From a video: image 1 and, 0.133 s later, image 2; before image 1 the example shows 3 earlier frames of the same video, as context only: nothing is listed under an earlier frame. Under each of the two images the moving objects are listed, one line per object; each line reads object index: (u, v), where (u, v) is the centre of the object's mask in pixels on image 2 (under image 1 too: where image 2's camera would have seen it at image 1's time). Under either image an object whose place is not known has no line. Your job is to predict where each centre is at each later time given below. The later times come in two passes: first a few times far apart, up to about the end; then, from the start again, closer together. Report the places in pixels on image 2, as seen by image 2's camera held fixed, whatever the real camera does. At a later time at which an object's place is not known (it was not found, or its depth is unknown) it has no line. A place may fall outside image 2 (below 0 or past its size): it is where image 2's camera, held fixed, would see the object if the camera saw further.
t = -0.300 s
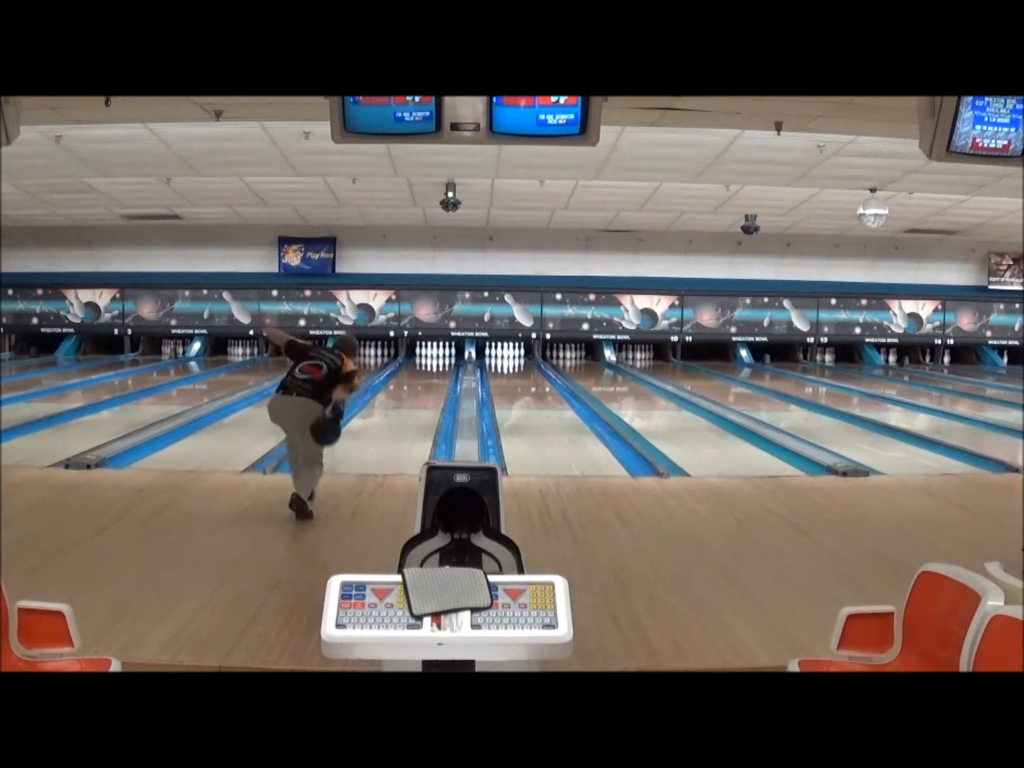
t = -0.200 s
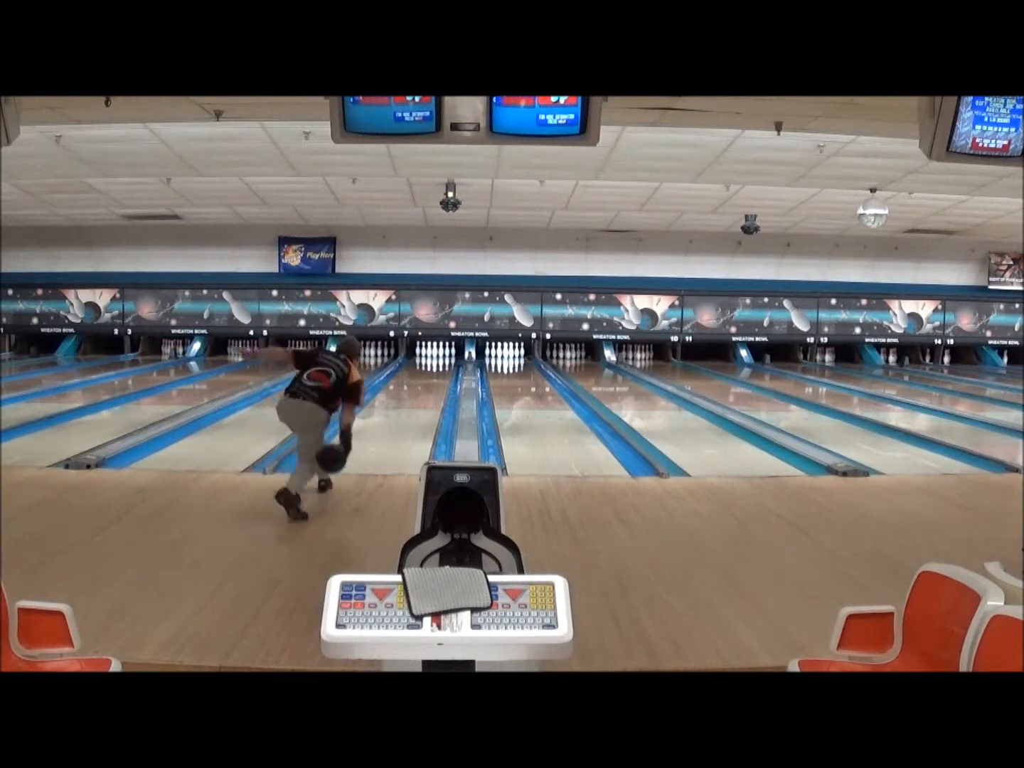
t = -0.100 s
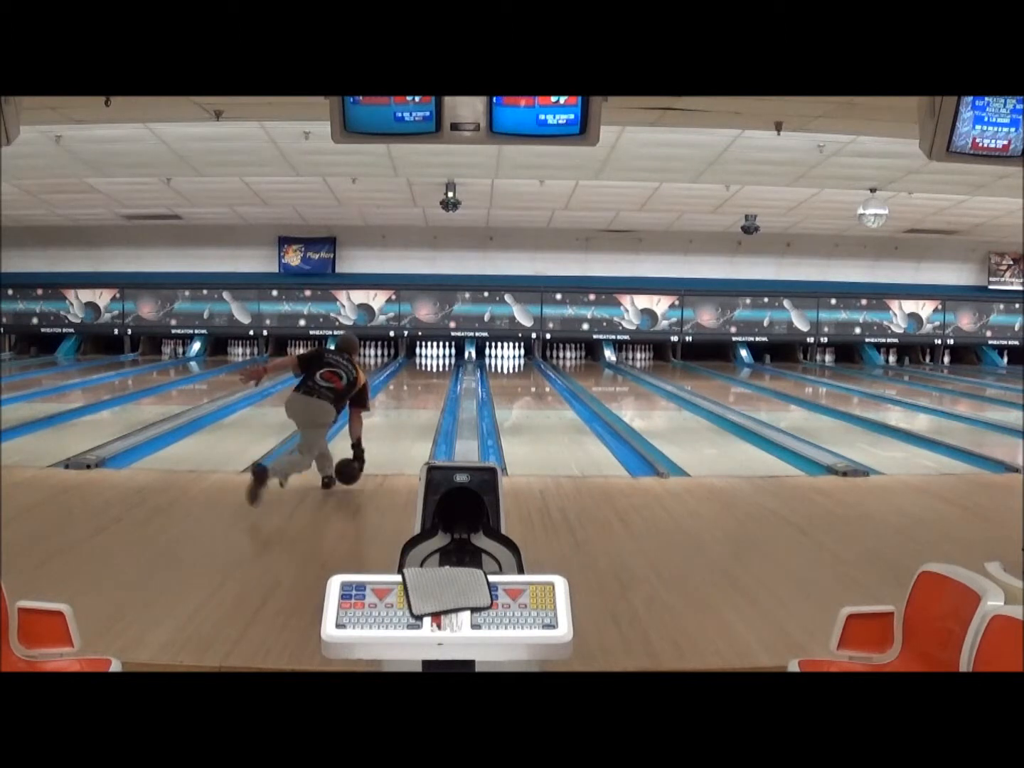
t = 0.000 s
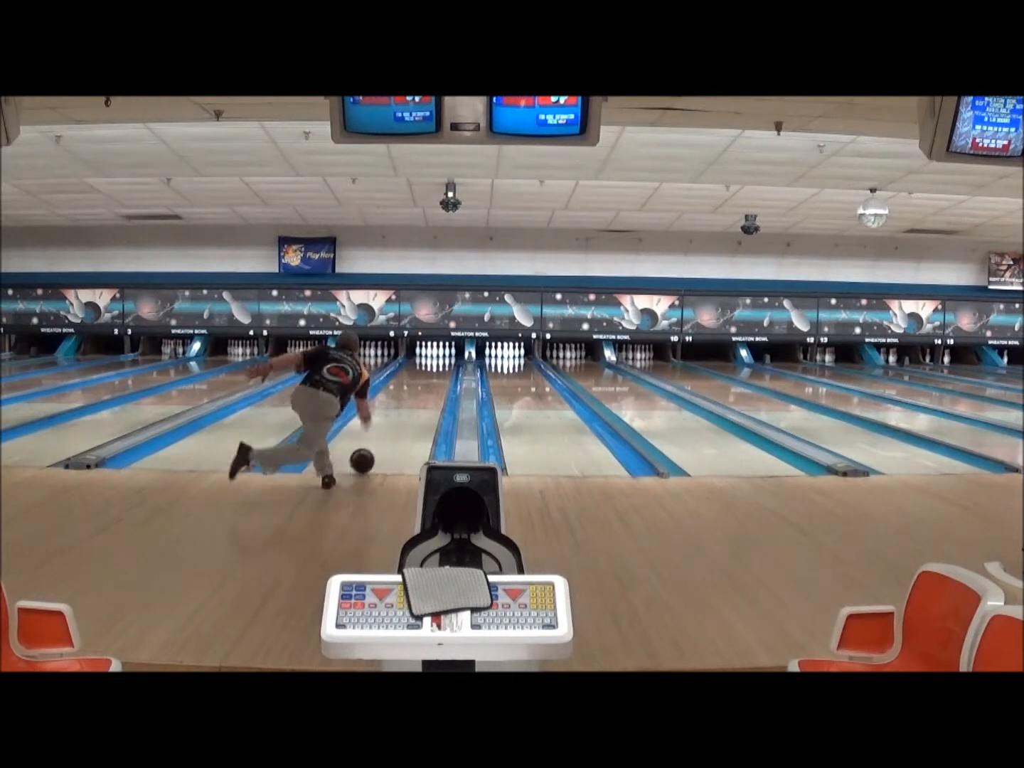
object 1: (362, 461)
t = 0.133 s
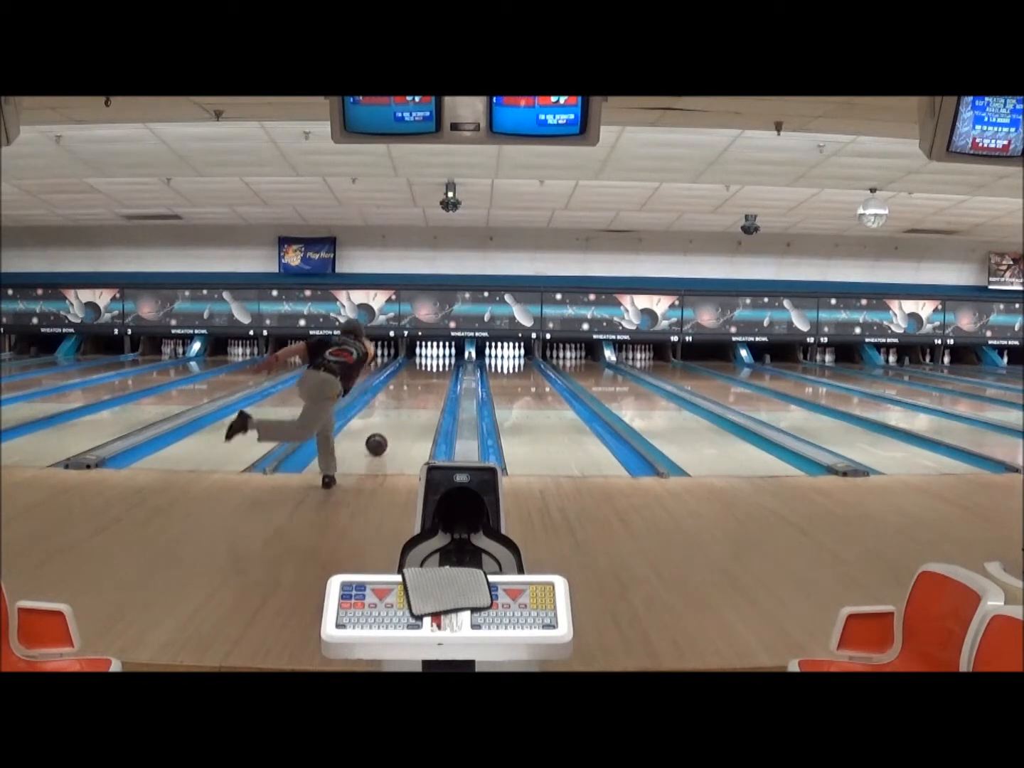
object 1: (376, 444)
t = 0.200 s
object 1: (382, 437)
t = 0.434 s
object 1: (398, 416)
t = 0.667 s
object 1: (410, 401)
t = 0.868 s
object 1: (417, 391)
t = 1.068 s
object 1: (423, 382)
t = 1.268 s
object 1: (427, 376)
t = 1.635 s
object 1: (433, 366)
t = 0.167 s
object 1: (380, 440)
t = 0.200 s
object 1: (382, 437)
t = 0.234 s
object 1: (385, 433)
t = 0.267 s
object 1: (387, 430)
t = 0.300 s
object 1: (390, 427)
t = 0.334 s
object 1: (392, 424)
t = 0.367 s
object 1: (395, 421)
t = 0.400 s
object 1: (397, 419)
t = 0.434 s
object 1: (398, 416)
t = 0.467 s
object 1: (401, 413)
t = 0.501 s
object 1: (402, 411)
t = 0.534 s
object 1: (404, 409)
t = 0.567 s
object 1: (405, 407)
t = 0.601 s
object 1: (407, 405)
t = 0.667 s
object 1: (410, 401)
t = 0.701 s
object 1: (412, 399)
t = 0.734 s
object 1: (413, 398)
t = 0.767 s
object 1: (414, 396)
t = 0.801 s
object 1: (415, 394)
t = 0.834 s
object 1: (416, 392)
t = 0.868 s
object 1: (417, 391)
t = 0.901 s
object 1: (418, 390)
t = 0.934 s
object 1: (419, 388)
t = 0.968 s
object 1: (420, 386)
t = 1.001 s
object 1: (422, 385)
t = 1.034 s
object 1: (422, 383)
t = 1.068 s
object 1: (423, 382)
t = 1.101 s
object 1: (424, 381)
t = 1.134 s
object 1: (425, 380)
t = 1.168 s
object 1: (425, 379)
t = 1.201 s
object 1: (426, 378)
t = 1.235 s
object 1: (426, 377)
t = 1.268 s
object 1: (427, 376)
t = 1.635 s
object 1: (433, 366)
